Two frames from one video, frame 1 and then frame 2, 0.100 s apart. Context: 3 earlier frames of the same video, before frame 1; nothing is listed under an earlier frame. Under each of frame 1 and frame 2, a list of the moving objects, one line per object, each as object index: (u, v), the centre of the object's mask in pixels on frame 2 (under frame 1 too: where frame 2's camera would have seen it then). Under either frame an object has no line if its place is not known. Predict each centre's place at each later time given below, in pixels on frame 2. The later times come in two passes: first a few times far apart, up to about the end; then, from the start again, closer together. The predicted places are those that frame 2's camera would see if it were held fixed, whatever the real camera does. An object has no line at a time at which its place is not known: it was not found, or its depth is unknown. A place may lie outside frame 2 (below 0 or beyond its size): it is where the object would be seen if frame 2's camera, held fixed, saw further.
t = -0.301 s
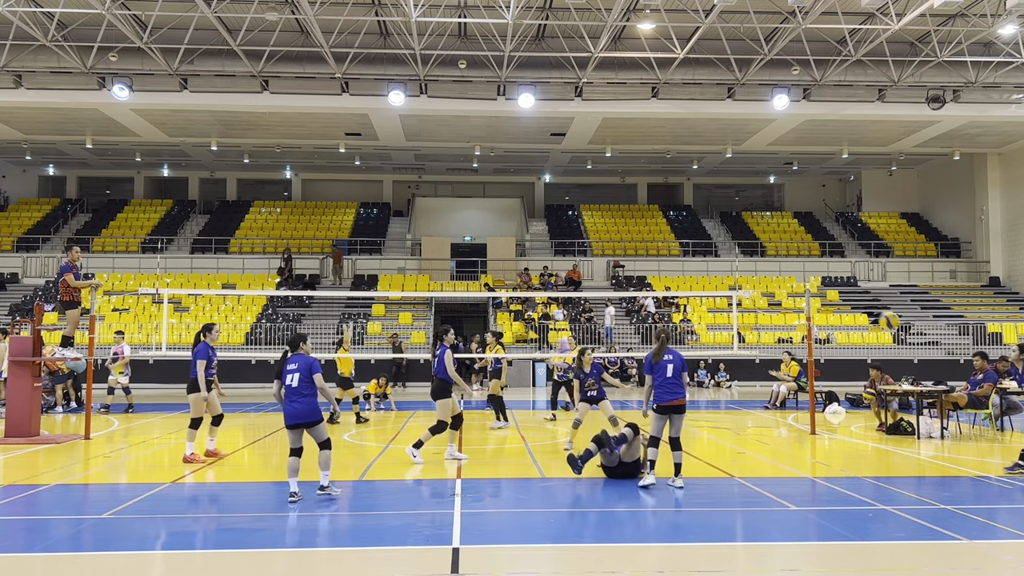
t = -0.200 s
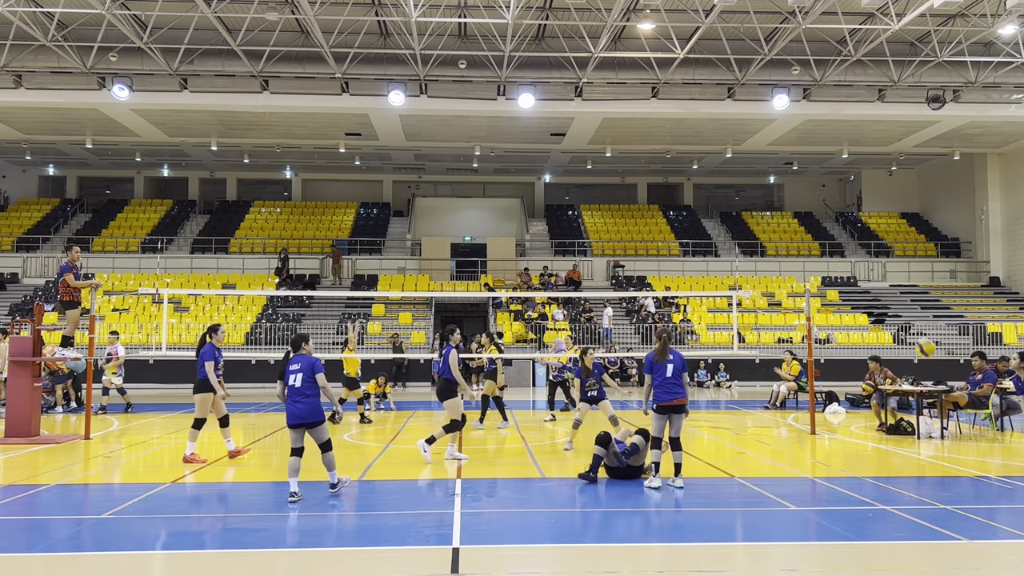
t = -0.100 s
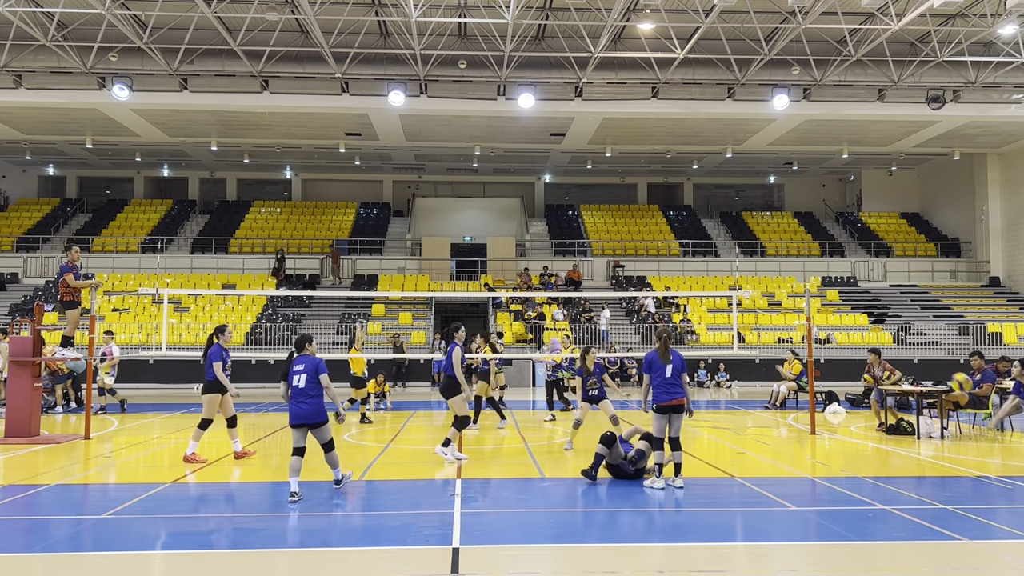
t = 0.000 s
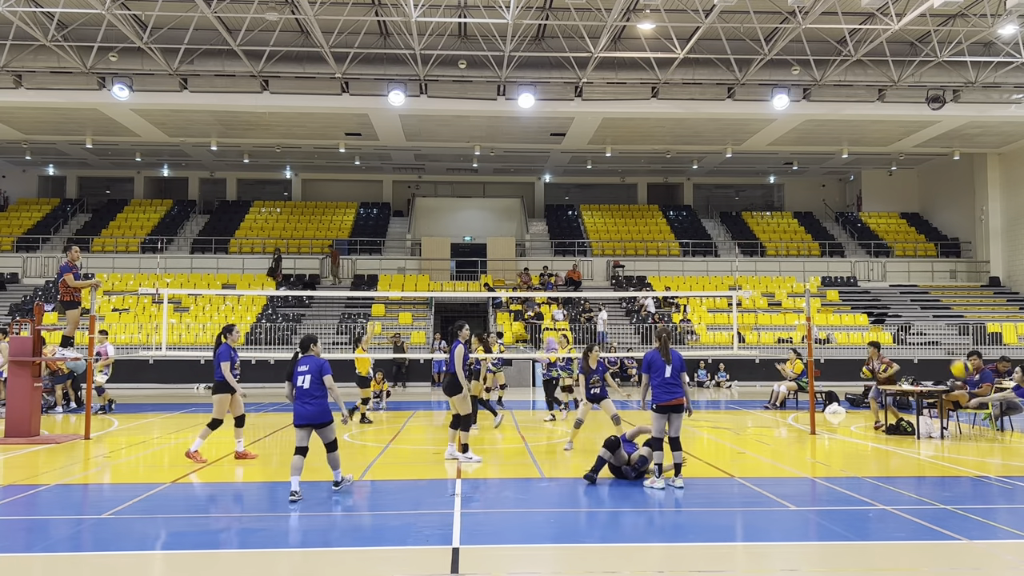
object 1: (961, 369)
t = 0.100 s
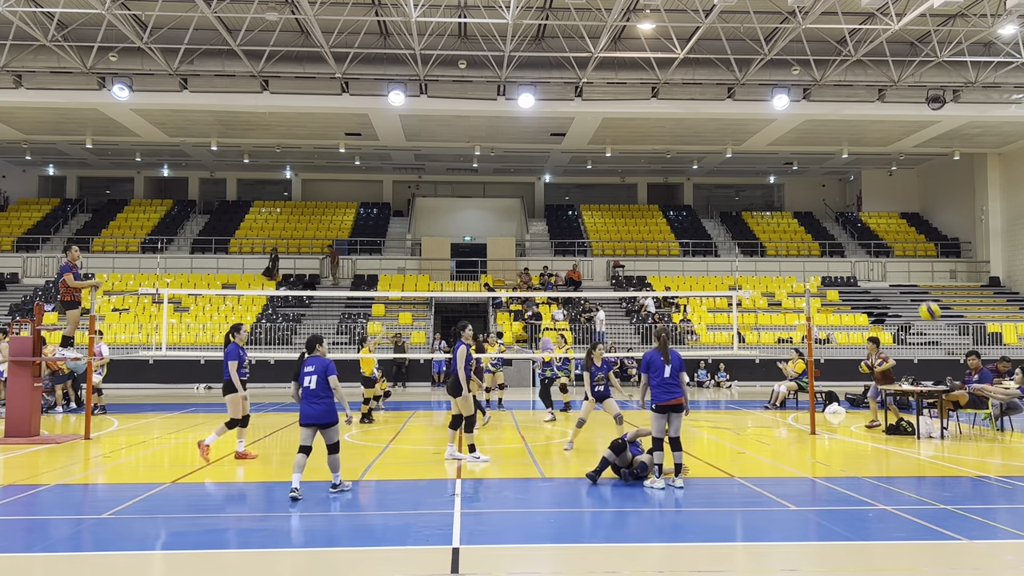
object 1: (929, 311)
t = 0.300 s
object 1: (868, 225)
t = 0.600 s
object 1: (779, 163)
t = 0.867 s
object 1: (700, 174)
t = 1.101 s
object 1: (630, 236)
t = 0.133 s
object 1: (919, 294)
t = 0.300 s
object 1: (868, 225)
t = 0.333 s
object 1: (858, 214)
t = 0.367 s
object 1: (849, 204)
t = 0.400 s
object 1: (838, 196)
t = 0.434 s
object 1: (828, 188)
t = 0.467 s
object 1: (819, 180)
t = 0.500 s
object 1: (809, 175)
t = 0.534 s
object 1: (798, 169)
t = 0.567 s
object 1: (789, 165)
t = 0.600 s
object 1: (779, 163)
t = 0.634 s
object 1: (770, 161)
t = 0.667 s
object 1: (760, 160)
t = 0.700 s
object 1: (750, 160)
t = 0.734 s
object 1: (740, 161)
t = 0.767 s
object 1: (729, 162)
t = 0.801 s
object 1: (720, 165)
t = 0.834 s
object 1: (710, 169)
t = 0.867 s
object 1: (700, 174)
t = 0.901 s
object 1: (691, 180)
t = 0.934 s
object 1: (681, 187)
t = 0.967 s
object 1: (670, 195)
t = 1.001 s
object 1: (661, 204)
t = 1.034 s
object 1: (651, 214)
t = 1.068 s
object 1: (640, 225)
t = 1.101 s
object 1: (630, 236)
